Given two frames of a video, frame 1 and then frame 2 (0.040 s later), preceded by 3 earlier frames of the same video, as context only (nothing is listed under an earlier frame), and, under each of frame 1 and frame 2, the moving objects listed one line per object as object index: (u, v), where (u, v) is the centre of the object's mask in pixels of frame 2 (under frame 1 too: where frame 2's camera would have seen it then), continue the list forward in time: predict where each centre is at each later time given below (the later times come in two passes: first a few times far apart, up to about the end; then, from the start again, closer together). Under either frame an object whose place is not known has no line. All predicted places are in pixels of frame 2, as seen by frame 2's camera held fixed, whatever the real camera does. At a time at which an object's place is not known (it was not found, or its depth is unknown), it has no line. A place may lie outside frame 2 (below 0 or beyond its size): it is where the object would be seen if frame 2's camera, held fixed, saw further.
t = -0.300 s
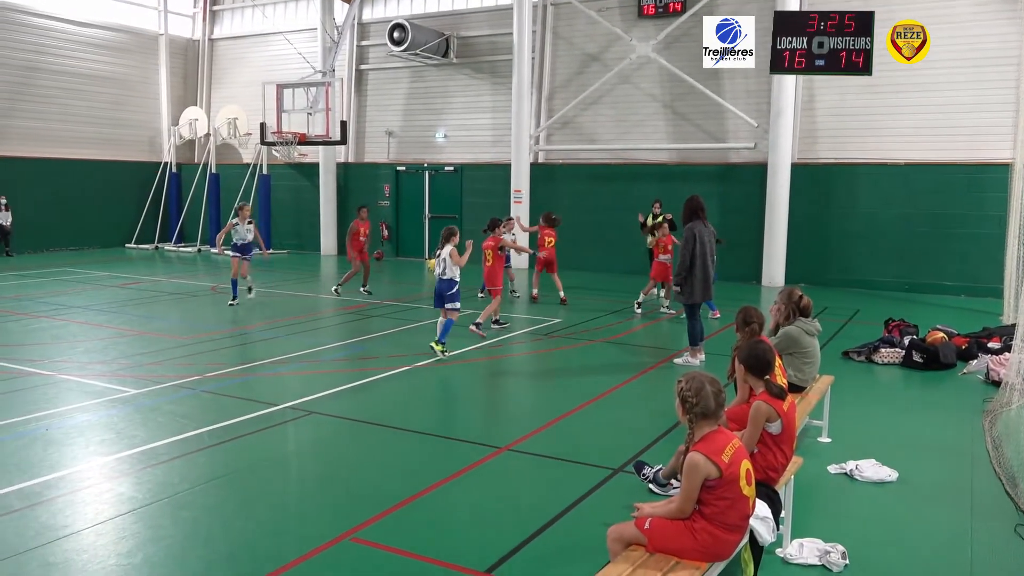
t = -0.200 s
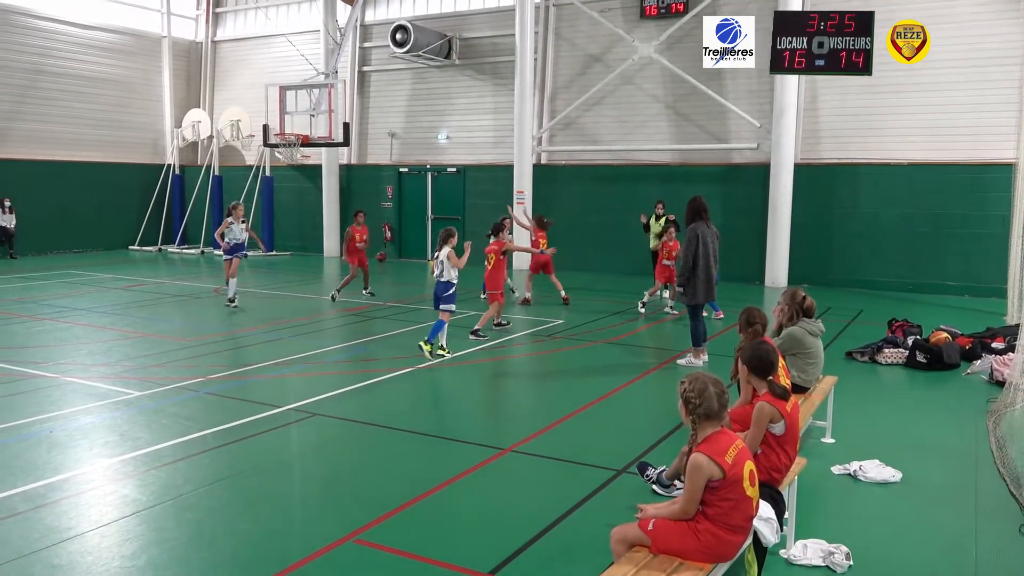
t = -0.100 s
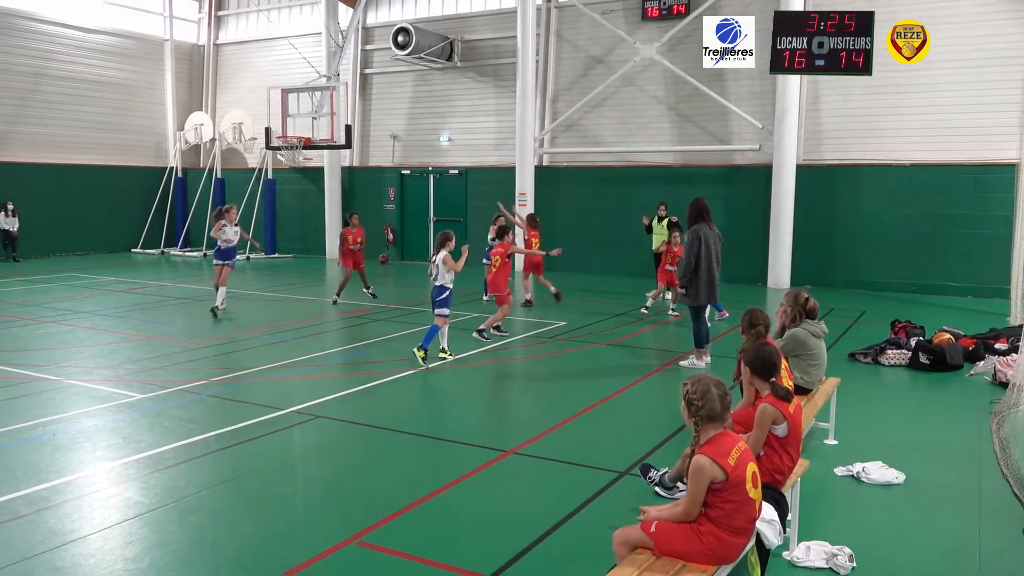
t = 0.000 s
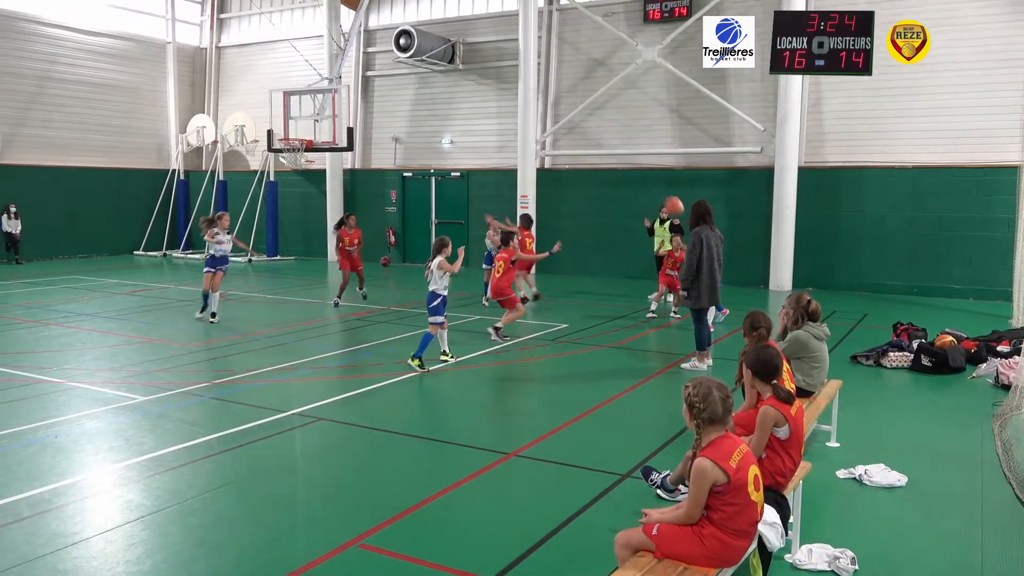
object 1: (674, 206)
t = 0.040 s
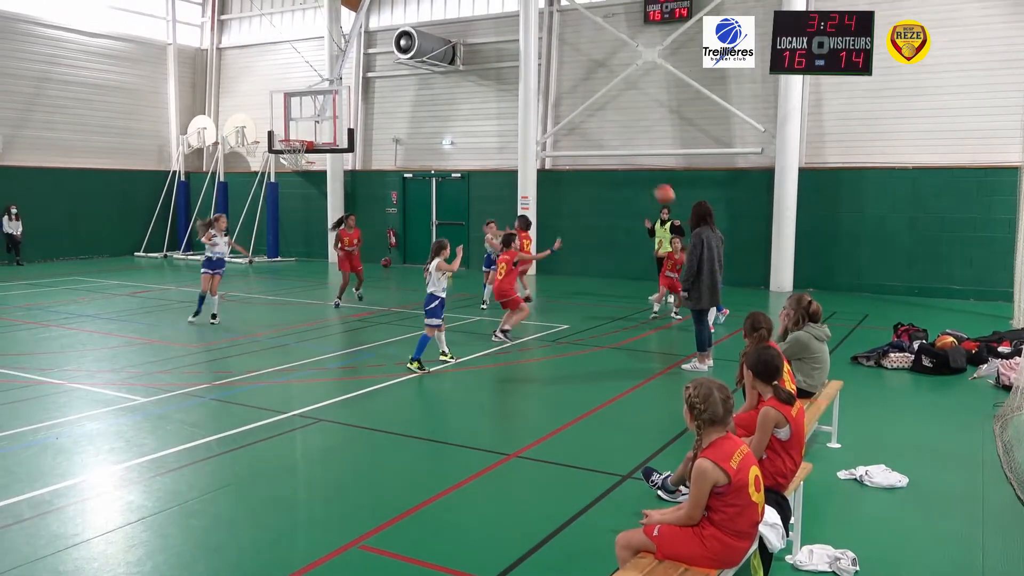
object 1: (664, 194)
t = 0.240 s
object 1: (611, 142)
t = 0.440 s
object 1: (548, 118)
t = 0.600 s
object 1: (489, 124)
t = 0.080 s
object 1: (654, 181)
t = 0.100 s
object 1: (649, 176)
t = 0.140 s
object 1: (639, 165)
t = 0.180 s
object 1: (628, 154)
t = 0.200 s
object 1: (623, 150)
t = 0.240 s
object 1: (611, 142)
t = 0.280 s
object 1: (599, 135)
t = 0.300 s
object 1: (592, 131)
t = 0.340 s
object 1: (581, 126)
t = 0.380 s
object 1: (569, 121)
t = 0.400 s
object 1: (562, 121)
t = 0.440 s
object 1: (548, 118)
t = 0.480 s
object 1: (534, 117)
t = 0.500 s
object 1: (527, 117)
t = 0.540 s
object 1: (512, 119)
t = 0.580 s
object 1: (497, 122)
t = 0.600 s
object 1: (489, 124)
